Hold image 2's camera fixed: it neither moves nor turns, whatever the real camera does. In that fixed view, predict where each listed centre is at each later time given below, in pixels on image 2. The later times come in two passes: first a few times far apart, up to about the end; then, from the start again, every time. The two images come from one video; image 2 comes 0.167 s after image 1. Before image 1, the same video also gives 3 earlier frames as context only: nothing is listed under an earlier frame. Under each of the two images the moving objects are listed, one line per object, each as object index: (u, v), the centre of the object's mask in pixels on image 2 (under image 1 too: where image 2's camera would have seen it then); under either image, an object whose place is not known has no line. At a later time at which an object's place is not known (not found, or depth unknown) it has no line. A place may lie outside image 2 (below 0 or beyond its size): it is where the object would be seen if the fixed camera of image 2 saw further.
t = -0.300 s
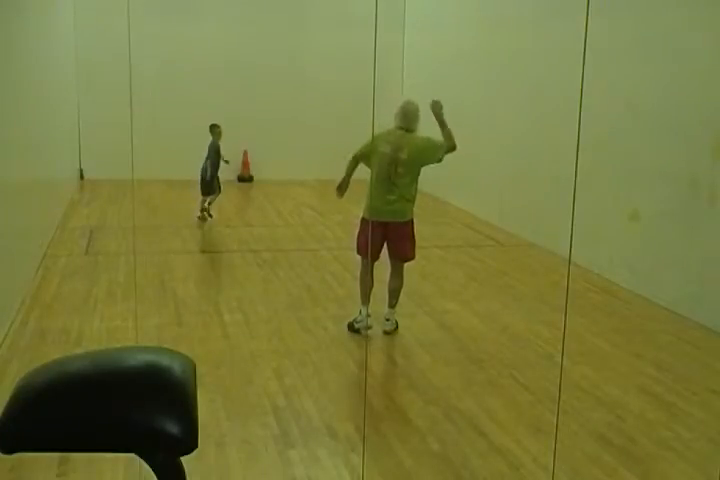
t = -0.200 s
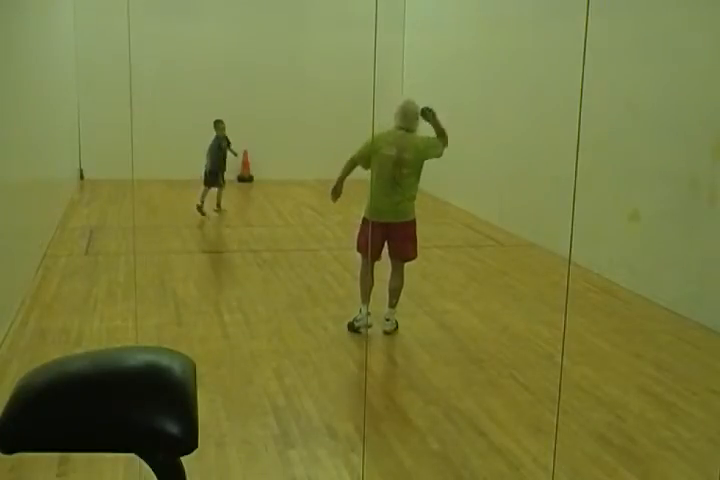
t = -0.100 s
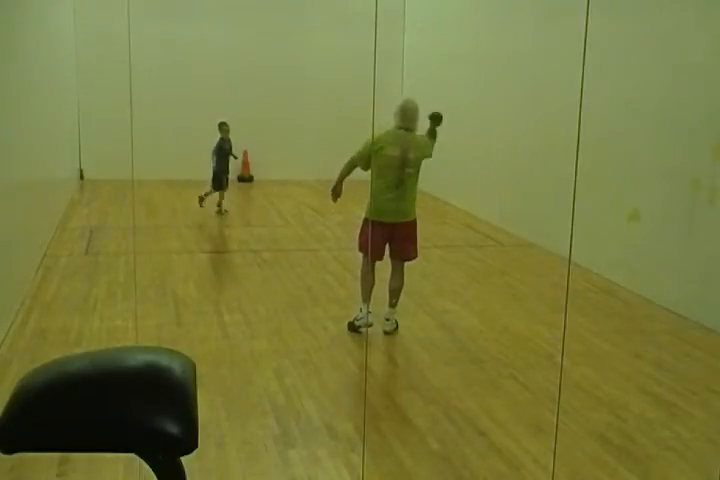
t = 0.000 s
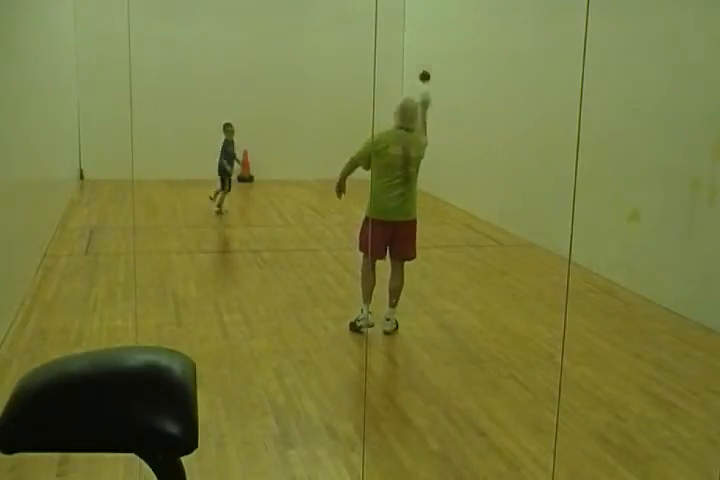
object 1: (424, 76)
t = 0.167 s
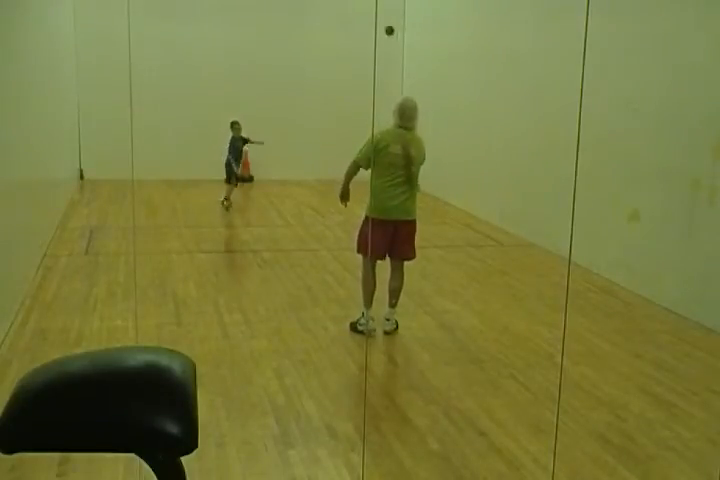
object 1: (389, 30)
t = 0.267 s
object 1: (372, 23)
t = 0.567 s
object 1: (333, 57)
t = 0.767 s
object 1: (314, 111)
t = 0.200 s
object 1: (383, 26)
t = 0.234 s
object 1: (378, 24)
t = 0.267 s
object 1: (372, 23)
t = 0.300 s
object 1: (367, 23)
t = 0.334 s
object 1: (362, 24)
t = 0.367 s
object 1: (357, 26)
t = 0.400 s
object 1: (353, 29)
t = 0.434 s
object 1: (348, 33)
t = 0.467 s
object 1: (345, 38)
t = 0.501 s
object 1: (341, 44)
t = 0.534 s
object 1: (337, 50)
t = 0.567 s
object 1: (333, 57)
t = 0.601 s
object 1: (330, 65)
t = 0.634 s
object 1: (326, 73)
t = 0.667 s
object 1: (323, 82)
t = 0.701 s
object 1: (320, 91)
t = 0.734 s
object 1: (317, 101)
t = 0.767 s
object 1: (314, 111)
